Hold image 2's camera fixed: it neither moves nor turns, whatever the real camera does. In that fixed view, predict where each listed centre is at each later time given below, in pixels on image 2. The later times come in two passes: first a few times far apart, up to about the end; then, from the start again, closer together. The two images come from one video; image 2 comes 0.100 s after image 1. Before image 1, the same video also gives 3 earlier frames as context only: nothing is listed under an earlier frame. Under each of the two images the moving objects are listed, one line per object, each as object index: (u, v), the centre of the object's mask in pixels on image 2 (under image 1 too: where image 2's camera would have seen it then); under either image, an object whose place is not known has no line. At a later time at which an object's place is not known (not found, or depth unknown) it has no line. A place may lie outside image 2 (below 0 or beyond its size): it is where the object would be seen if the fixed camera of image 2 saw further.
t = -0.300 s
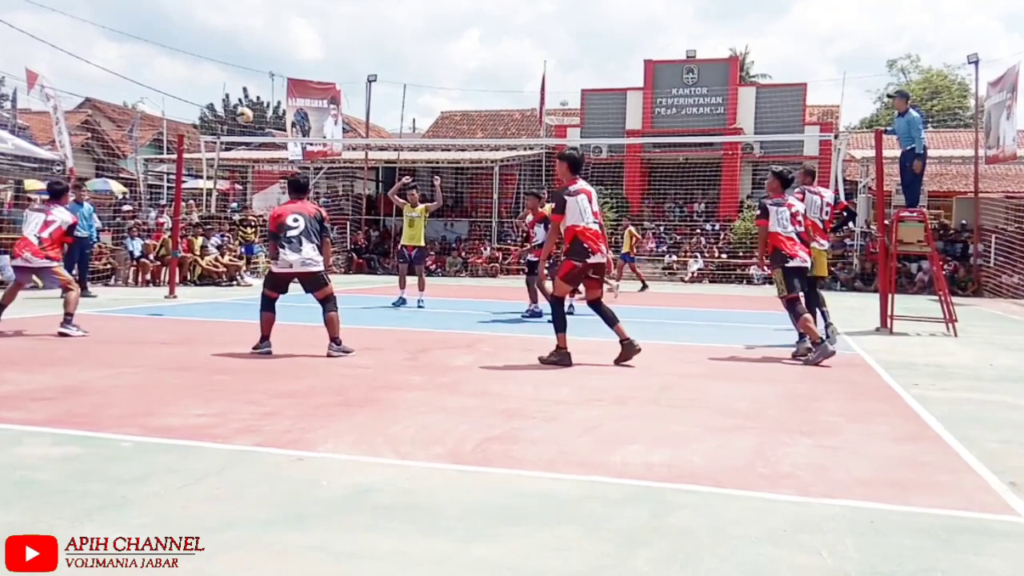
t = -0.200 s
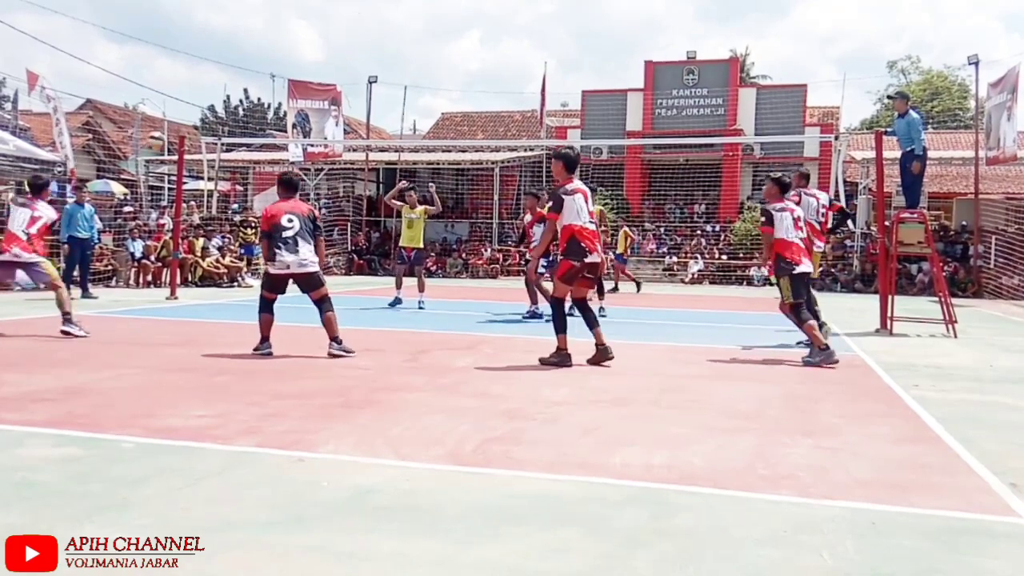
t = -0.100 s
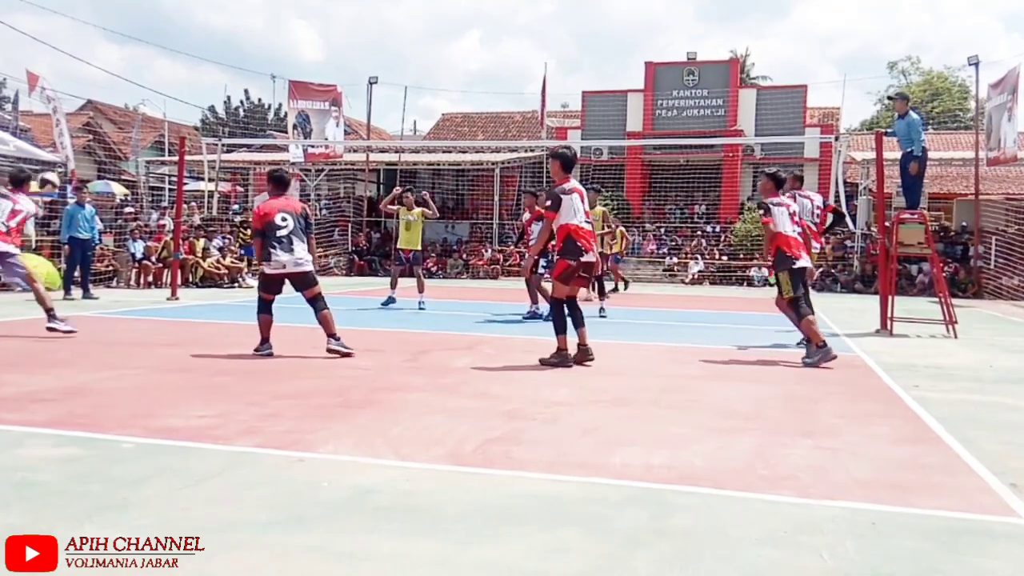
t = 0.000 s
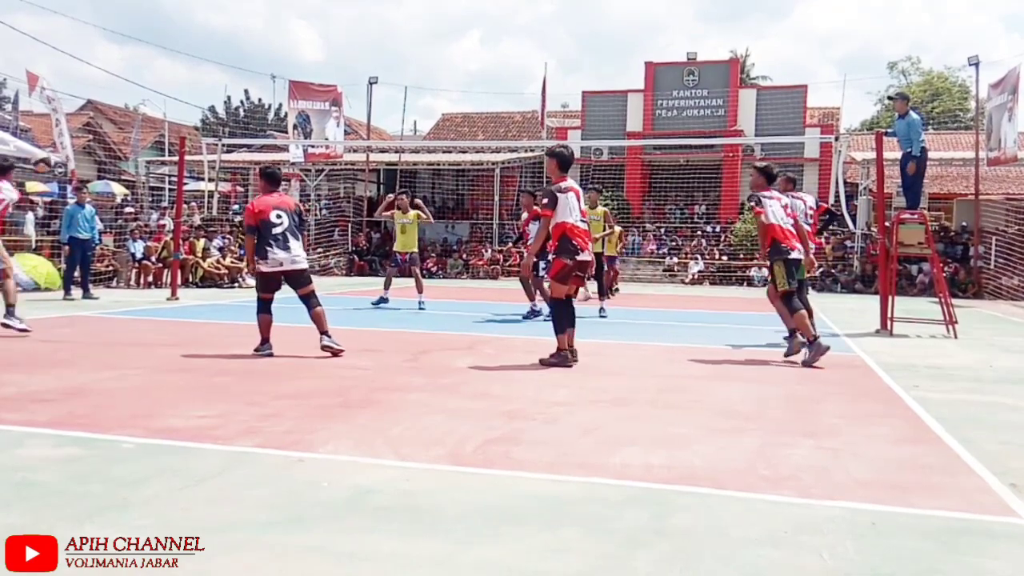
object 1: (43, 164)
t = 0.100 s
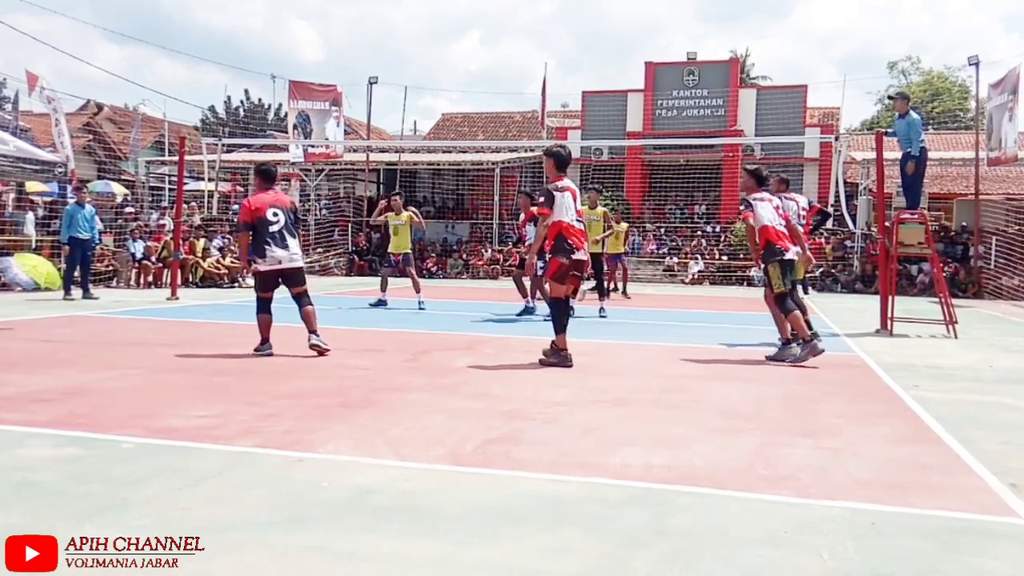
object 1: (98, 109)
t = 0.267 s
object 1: (186, 50)
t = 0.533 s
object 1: (307, 16)
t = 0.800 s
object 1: (410, 42)
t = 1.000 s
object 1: (476, 93)
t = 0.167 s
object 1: (135, 81)
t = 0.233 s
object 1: (170, 59)
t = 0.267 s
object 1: (186, 50)
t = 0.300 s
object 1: (202, 42)
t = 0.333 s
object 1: (218, 35)
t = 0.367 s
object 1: (234, 30)
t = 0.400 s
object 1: (249, 24)
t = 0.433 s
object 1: (264, 21)
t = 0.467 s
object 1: (279, 18)
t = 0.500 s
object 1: (293, 17)
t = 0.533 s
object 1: (307, 16)
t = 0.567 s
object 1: (321, 16)
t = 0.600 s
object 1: (335, 17)
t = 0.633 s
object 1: (348, 19)
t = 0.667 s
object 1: (361, 22)
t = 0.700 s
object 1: (373, 26)
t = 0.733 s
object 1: (386, 31)
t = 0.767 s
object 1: (397, 36)
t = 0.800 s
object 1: (410, 42)
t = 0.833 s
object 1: (422, 49)
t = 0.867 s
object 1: (433, 56)
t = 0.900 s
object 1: (444, 65)
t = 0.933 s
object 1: (455, 73)
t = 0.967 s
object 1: (465, 83)
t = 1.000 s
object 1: (476, 93)
